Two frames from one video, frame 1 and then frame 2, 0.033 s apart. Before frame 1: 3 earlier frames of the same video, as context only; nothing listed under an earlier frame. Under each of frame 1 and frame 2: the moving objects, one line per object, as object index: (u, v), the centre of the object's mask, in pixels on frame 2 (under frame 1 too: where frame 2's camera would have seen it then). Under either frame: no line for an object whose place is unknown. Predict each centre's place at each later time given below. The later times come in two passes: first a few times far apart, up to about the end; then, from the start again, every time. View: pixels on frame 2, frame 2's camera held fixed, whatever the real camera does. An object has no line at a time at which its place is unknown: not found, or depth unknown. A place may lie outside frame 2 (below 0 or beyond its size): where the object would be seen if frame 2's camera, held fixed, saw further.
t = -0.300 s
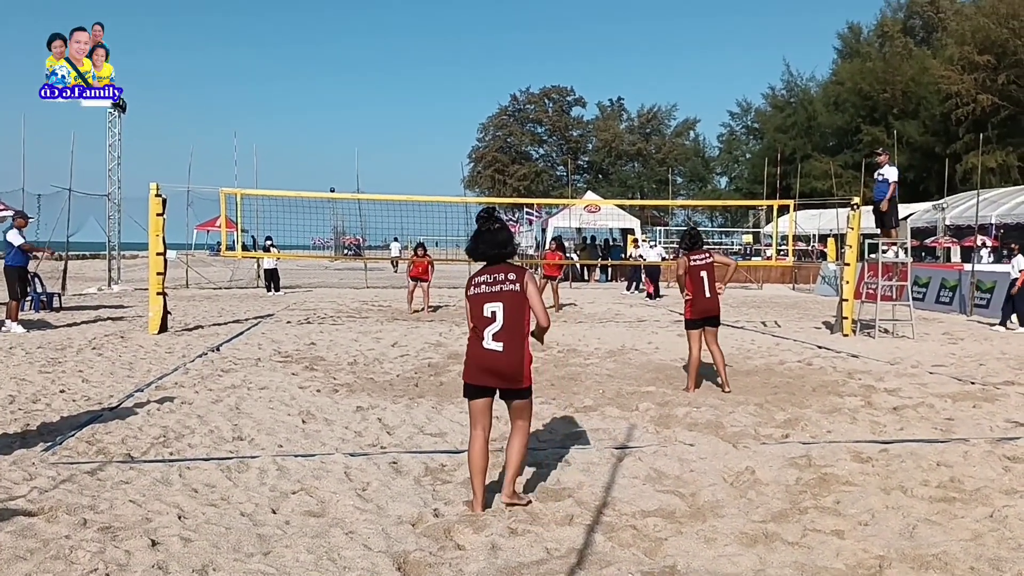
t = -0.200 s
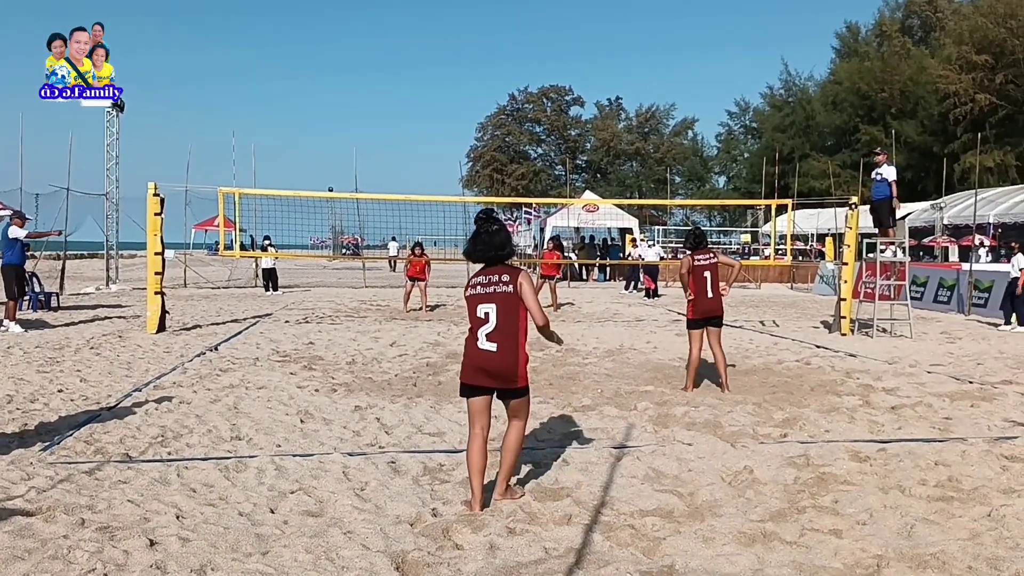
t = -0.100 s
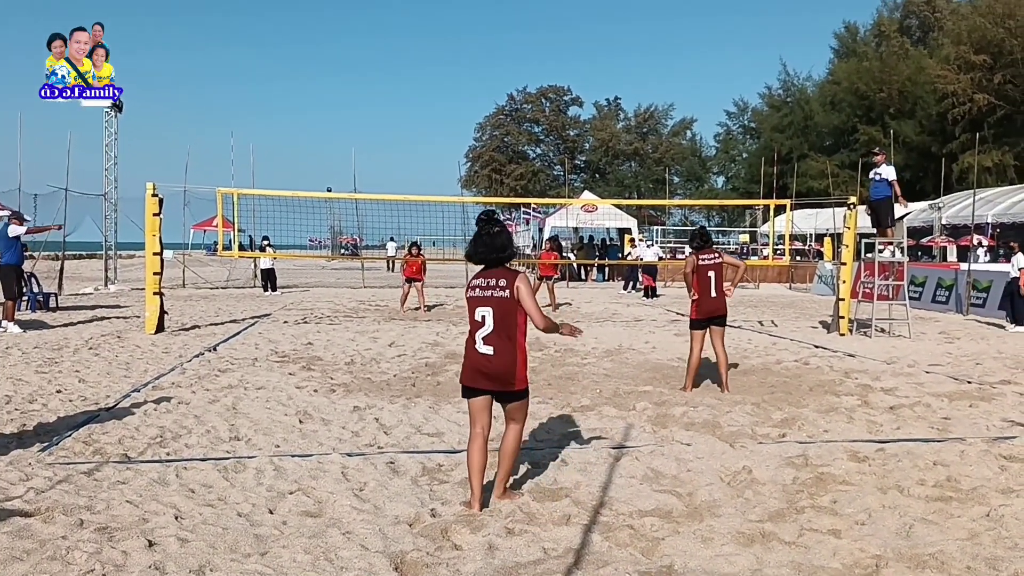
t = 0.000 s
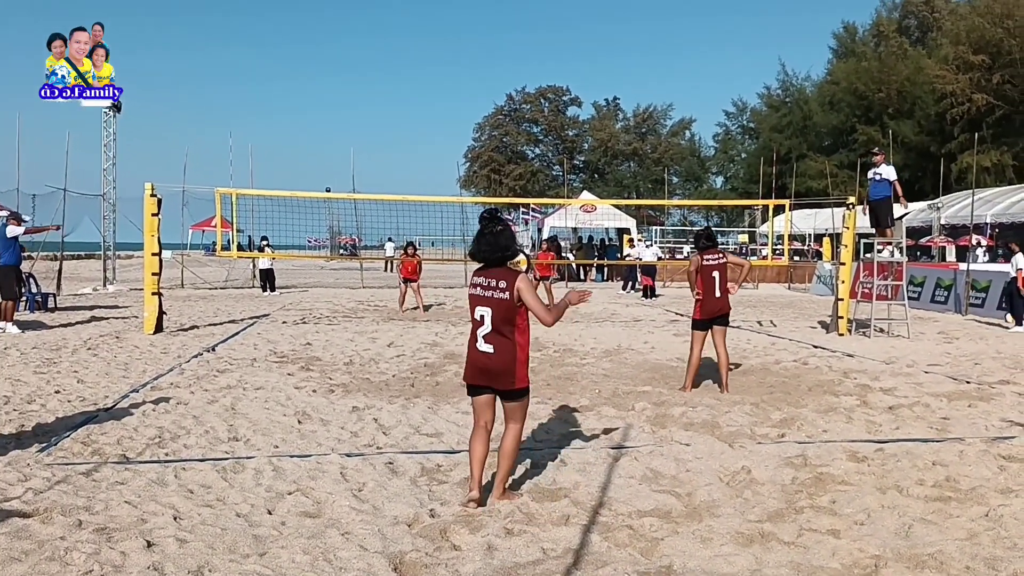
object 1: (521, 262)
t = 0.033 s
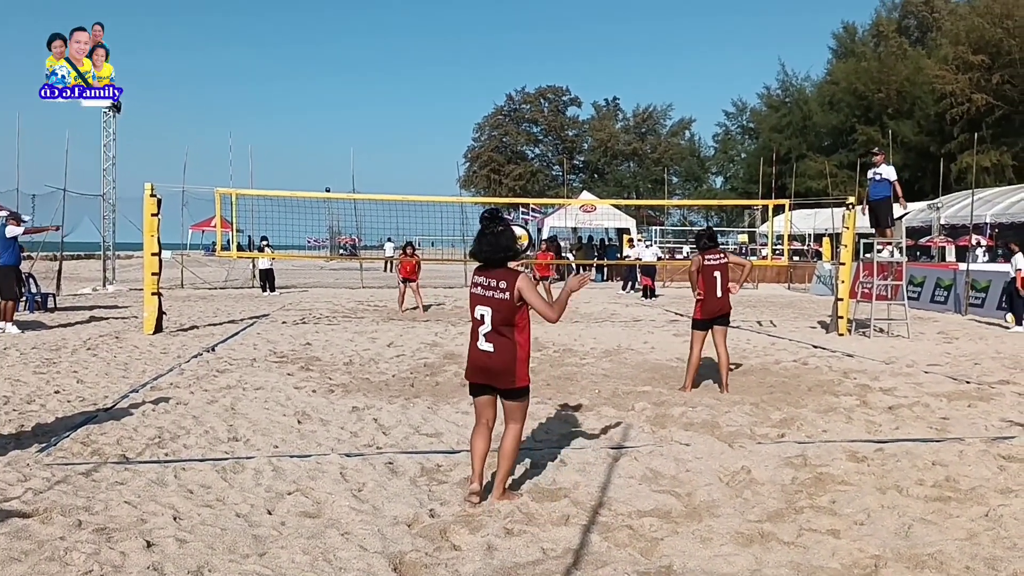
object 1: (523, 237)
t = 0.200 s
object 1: (521, 145)
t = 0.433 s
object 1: (531, 88)
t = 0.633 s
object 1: (539, 111)
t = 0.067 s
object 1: (519, 215)
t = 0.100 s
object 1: (517, 196)
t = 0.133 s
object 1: (519, 177)
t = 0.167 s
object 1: (520, 160)
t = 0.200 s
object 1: (521, 145)
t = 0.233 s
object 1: (523, 131)
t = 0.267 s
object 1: (524, 119)
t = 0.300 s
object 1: (525, 109)
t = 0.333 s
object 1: (527, 102)
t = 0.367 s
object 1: (528, 95)
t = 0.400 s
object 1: (529, 90)
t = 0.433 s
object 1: (531, 88)
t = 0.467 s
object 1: (532, 87)
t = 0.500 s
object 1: (533, 88)
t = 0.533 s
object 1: (534, 91)
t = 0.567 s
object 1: (536, 96)
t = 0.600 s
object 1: (537, 103)
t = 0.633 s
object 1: (539, 111)
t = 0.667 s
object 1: (540, 122)
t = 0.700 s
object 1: (542, 134)
